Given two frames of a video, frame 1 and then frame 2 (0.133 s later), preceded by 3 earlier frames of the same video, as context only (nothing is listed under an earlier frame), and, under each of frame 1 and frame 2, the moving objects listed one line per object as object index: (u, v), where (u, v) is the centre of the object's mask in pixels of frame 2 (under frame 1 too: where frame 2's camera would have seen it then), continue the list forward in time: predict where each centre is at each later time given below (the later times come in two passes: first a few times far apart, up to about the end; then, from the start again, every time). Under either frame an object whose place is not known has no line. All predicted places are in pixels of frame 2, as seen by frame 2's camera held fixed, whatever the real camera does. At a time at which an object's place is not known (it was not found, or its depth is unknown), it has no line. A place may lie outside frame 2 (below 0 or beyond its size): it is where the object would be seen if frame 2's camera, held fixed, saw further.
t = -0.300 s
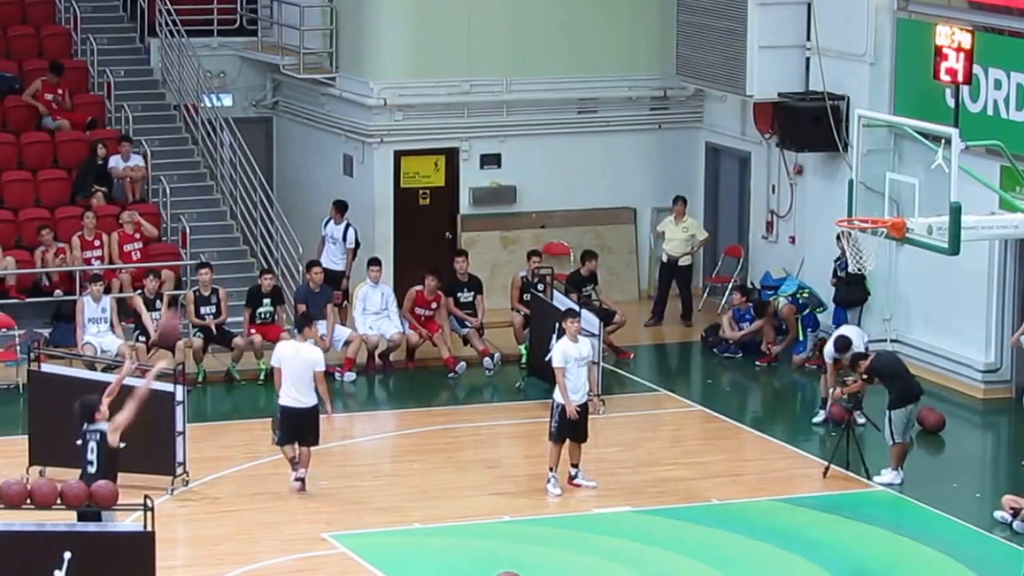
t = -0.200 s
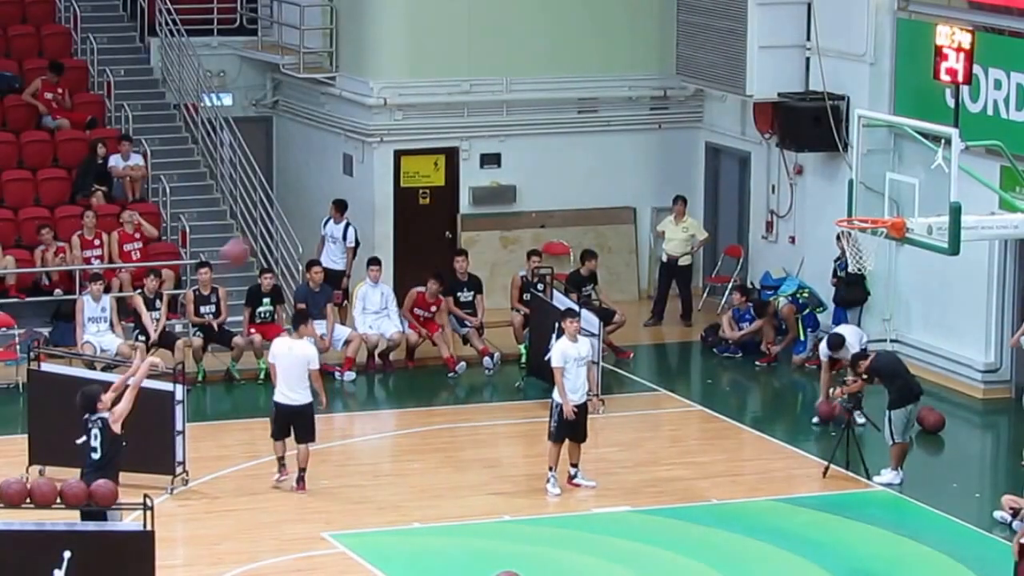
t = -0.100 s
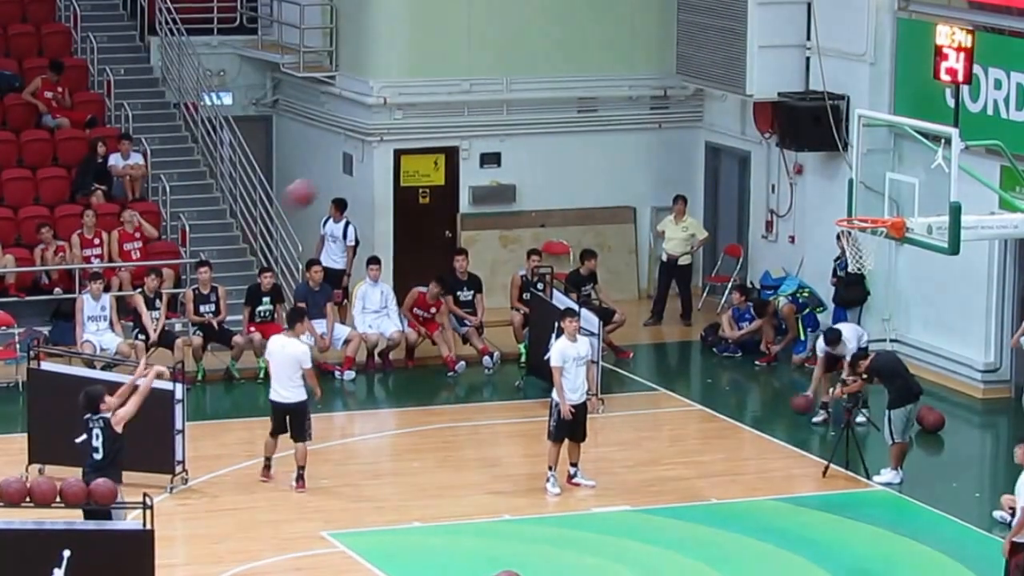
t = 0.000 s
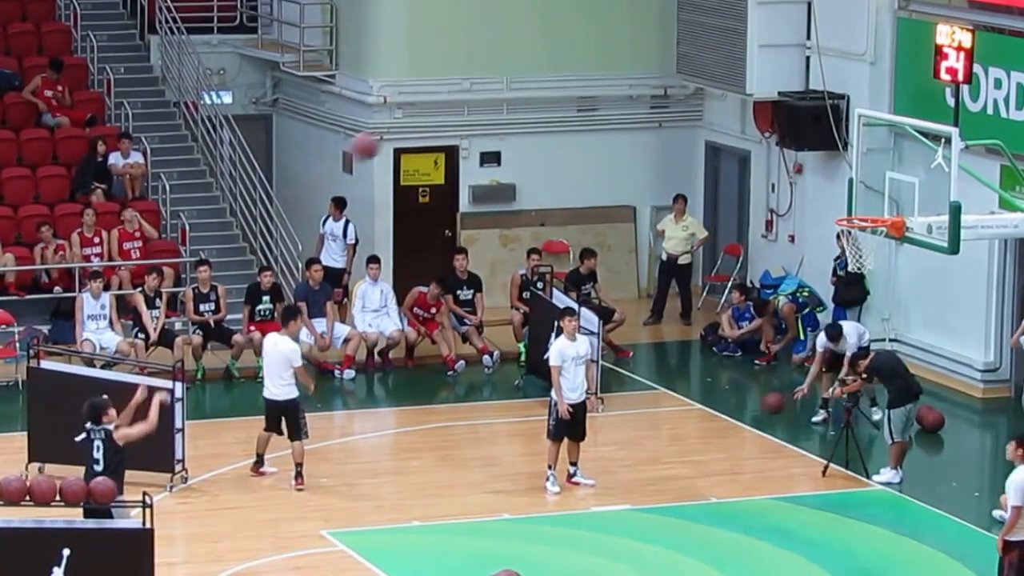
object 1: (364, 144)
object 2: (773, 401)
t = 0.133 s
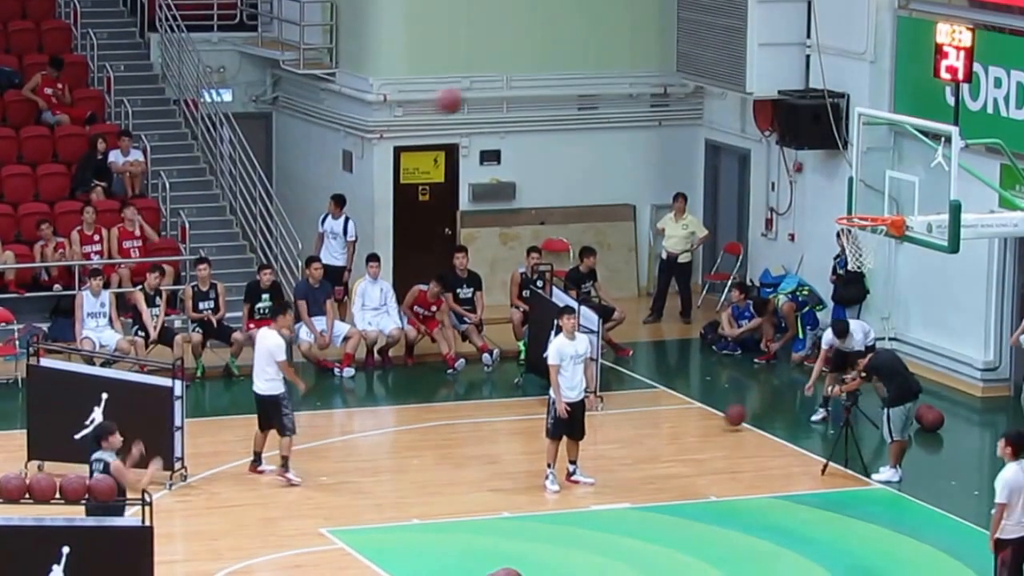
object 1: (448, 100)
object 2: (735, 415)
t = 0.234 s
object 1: (509, 81)
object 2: (711, 416)
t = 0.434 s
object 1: (626, 76)
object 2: (669, 421)
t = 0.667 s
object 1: (755, 126)
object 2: (619, 426)
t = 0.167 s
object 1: (468, 92)
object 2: (725, 421)
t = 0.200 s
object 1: (488, 86)
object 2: (717, 419)
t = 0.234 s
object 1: (509, 81)
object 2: (711, 416)
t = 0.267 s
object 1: (529, 77)
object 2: (704, 414)
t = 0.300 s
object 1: (549, 74)
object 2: (697, 413)
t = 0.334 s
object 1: (568, 73)
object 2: (690, 414)
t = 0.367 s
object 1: (587, 72)
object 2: (683, 415)
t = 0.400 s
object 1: (606, 74)
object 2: (676, 417)
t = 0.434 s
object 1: (626, 76)
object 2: (669, 421)
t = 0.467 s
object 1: (644, 79)
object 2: (662, 424)
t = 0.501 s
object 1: (663, 84)
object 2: (655, 422)
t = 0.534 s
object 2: (648, 420)
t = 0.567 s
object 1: (700, 97)
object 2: (641, 420)
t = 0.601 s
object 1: (717, 105)
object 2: (634, 421)
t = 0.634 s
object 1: (736, 116)
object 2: (626, 423)
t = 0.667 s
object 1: (755, 126)
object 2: (619, 426)
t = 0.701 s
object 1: (773, 138)
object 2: (612, 426)
